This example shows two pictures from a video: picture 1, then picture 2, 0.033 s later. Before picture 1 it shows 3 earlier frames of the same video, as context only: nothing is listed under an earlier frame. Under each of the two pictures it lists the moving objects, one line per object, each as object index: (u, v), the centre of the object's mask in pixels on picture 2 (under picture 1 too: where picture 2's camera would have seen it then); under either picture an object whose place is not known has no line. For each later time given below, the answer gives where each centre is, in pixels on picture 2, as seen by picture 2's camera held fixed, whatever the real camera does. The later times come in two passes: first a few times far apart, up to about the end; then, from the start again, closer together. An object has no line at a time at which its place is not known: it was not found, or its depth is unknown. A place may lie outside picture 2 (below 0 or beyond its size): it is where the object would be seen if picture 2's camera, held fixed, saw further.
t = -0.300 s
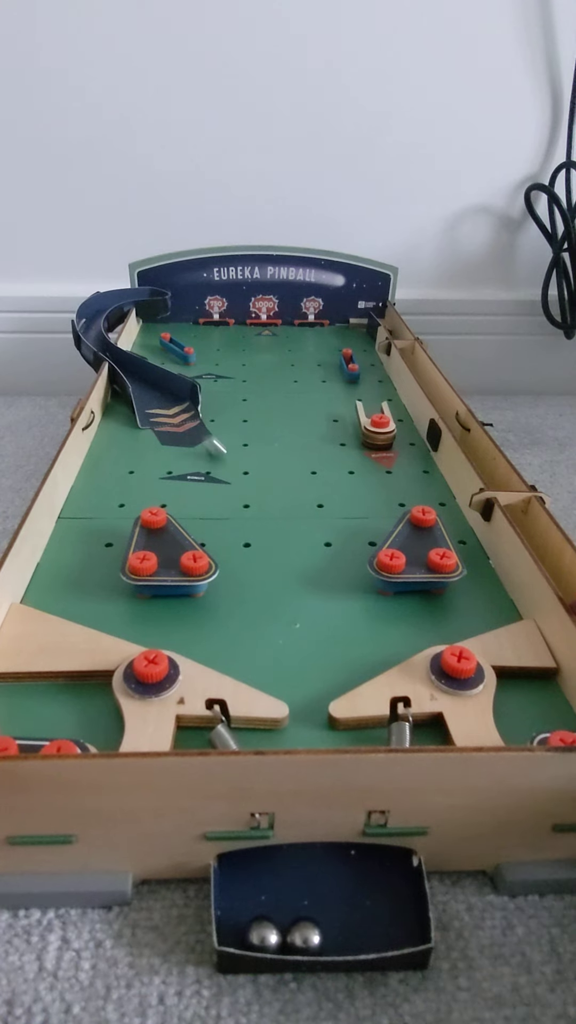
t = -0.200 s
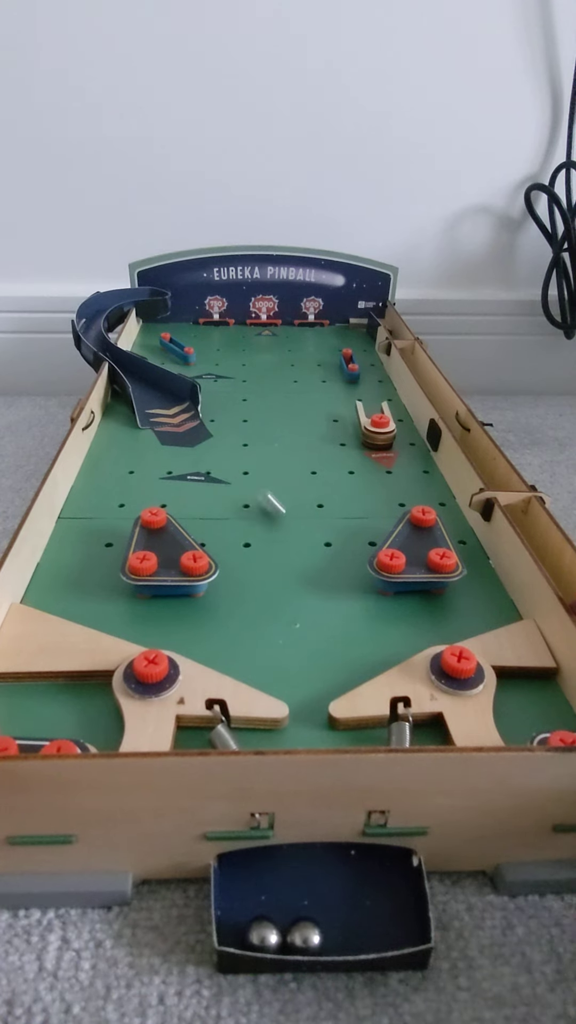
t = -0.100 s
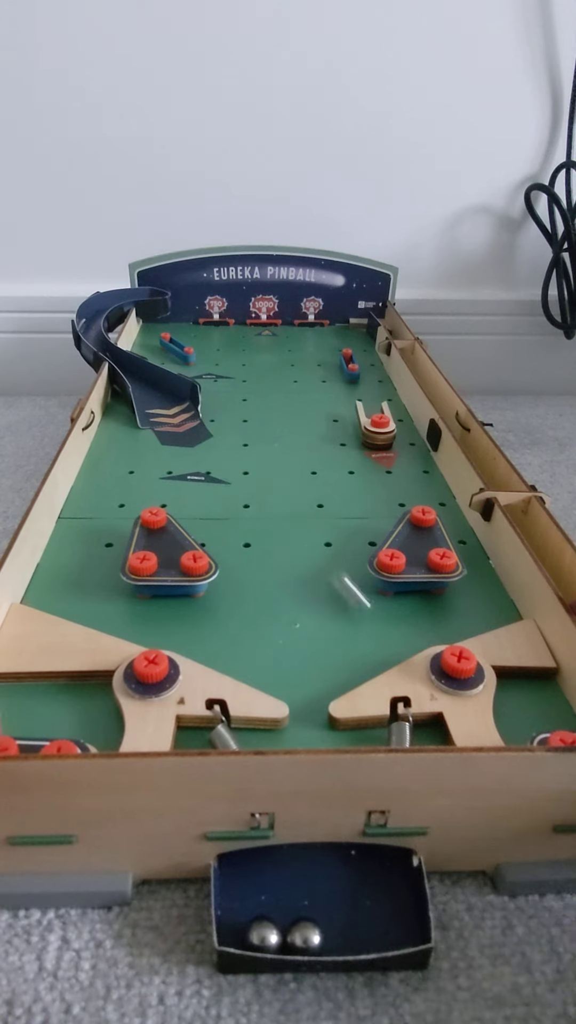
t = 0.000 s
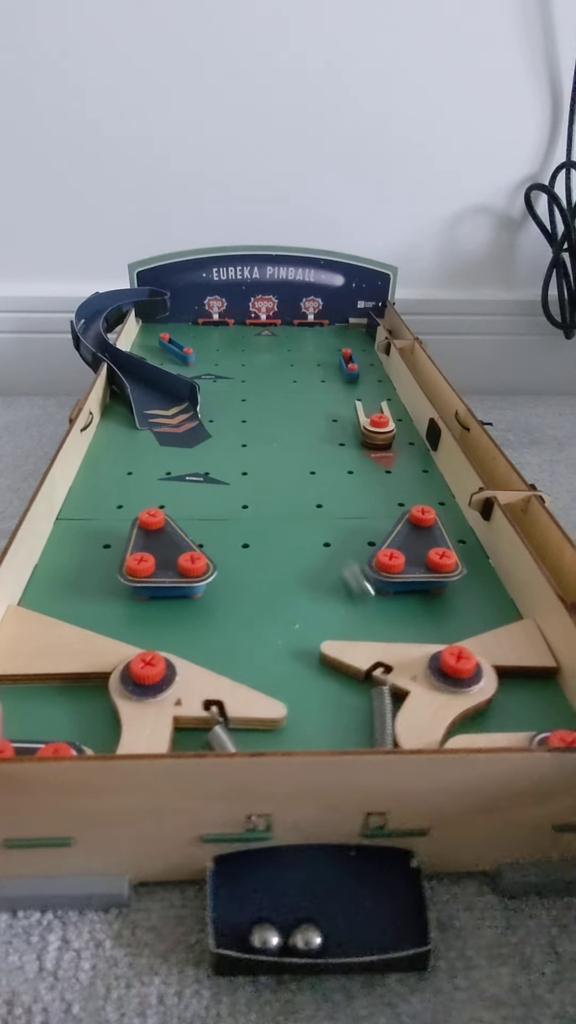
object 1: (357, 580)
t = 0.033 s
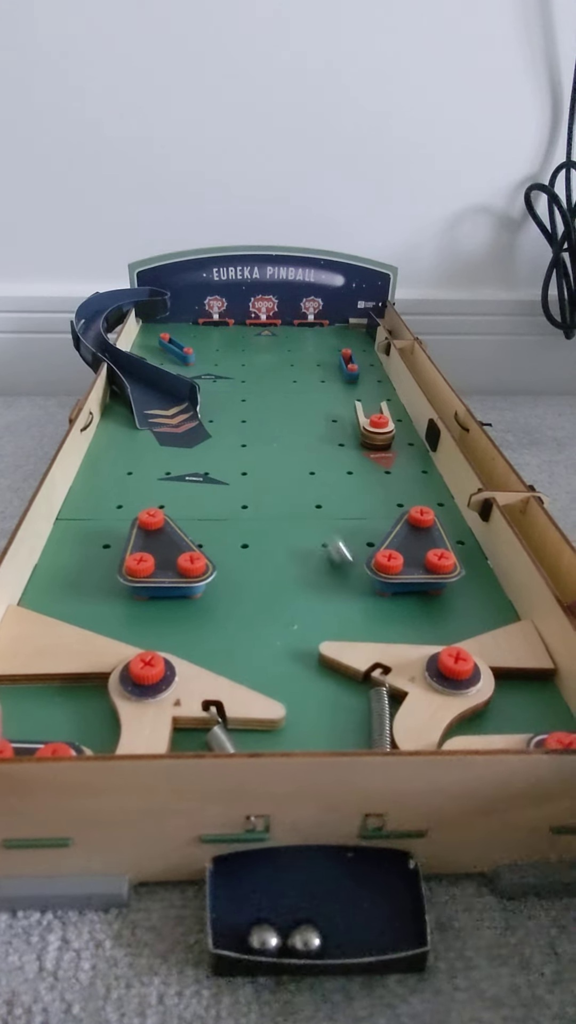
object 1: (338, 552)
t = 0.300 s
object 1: (269, 464)
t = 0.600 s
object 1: (218, 456)
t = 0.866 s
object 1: (167, 507)
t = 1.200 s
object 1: (78, 493)
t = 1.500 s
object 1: (59, 557)
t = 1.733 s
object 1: (107, 623)
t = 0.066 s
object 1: (324, 532)
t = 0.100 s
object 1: (313, 516)
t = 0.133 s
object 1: (304, 504)
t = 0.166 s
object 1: (296, 492)
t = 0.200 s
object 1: (289, 483)
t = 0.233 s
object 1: (282, 476)
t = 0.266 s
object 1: (276, 469)
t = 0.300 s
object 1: (269, 464)
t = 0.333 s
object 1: (262, 458)
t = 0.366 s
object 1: (257, 456)
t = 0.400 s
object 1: (251, 453)
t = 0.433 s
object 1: (246, 452)
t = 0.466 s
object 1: (240, 451)
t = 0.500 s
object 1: (235, 451)
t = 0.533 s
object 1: (229, 452)
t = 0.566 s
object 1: (224, 454)
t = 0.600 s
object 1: (218, 456)
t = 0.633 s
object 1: (212, 460)
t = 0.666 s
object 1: (206, 464)
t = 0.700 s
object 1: (200, 469)
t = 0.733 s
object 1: (193, 475)
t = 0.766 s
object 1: (187, 481)
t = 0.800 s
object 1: (180, 489)
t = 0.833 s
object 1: (172, 499)
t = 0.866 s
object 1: (167, 507)
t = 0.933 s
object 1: (140, 506)
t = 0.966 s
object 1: (133, 503)
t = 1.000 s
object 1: (124, 499)
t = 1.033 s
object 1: (116, 497)
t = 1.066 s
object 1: (109, 494)
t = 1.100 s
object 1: (102, 492)
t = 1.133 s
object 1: (95, 491)
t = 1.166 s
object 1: (86, 491)
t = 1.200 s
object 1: (78, 493)
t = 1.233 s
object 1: (70, 496)
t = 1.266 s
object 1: (69, 500)
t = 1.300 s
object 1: (69, 504)
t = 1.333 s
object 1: (68, 509)
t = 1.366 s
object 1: (67, 516)
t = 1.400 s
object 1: (65, 524)
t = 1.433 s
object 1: (63, 533)
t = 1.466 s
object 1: (60, 544)
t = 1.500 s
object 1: (59, 557)
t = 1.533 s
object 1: (56, 572)
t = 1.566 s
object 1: (52, 589)
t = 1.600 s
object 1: (53, 604)
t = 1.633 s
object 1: (67, 605)
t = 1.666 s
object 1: (81, 610)
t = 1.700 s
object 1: (93, 616)
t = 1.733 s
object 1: (107, 623)
